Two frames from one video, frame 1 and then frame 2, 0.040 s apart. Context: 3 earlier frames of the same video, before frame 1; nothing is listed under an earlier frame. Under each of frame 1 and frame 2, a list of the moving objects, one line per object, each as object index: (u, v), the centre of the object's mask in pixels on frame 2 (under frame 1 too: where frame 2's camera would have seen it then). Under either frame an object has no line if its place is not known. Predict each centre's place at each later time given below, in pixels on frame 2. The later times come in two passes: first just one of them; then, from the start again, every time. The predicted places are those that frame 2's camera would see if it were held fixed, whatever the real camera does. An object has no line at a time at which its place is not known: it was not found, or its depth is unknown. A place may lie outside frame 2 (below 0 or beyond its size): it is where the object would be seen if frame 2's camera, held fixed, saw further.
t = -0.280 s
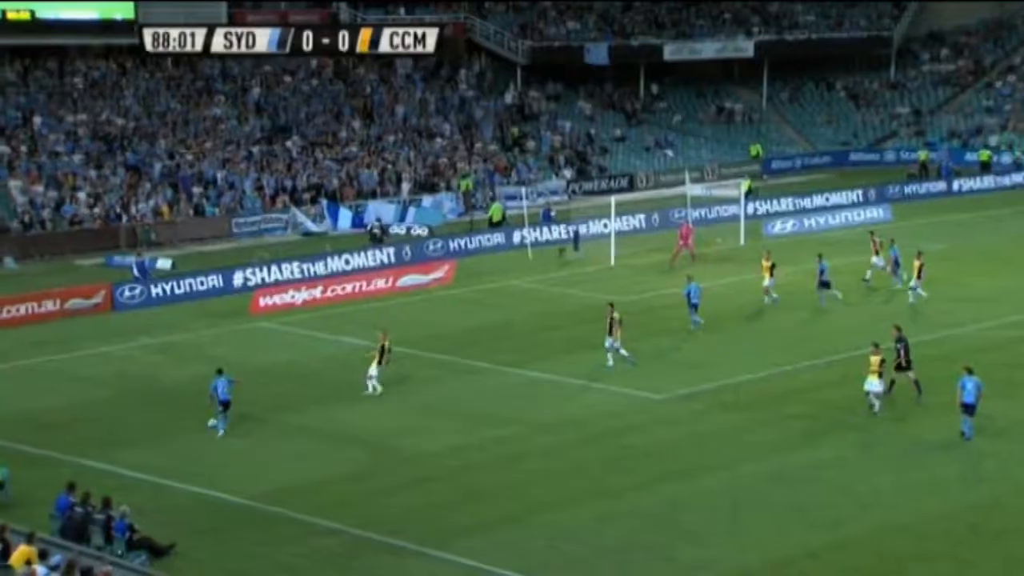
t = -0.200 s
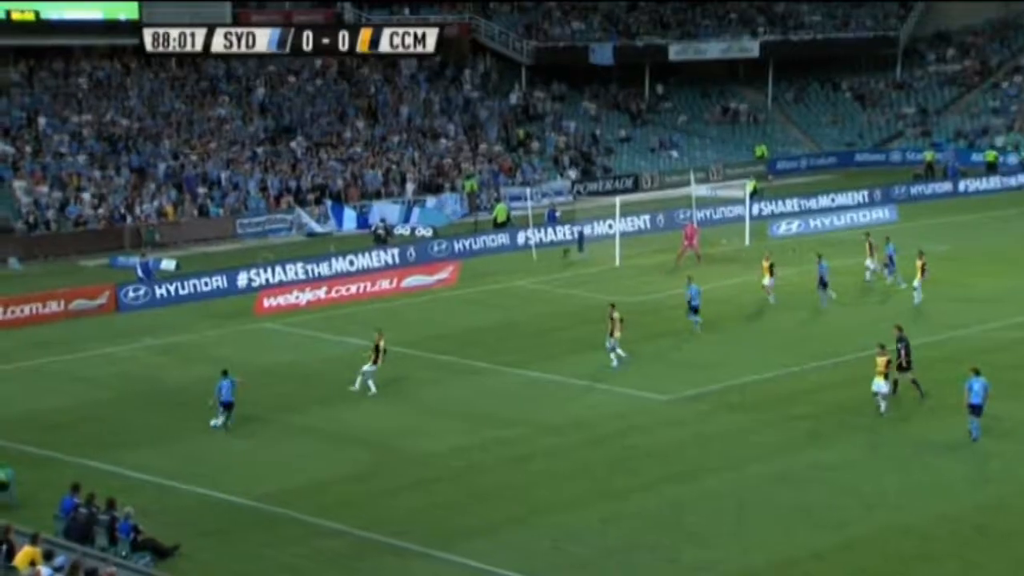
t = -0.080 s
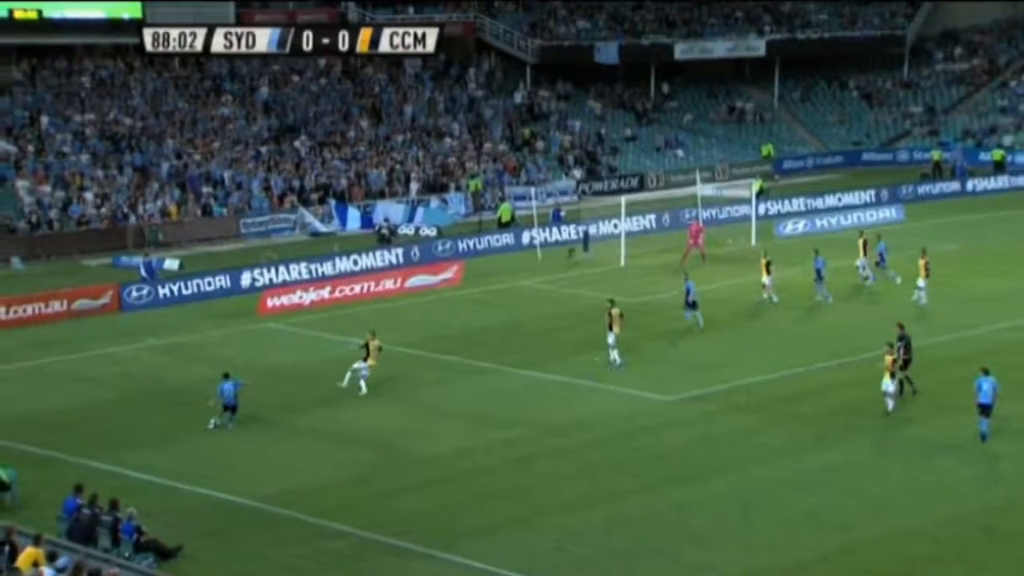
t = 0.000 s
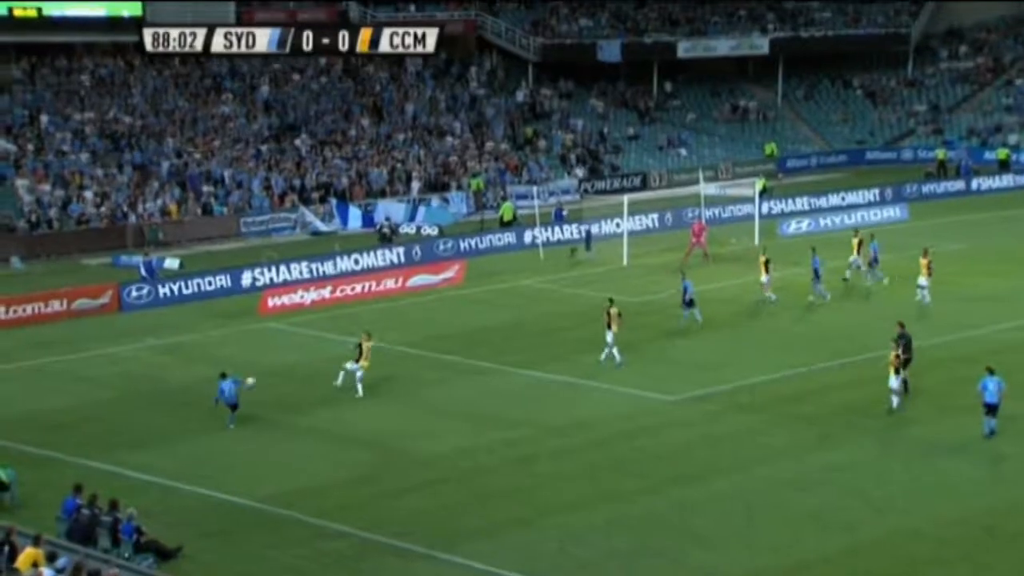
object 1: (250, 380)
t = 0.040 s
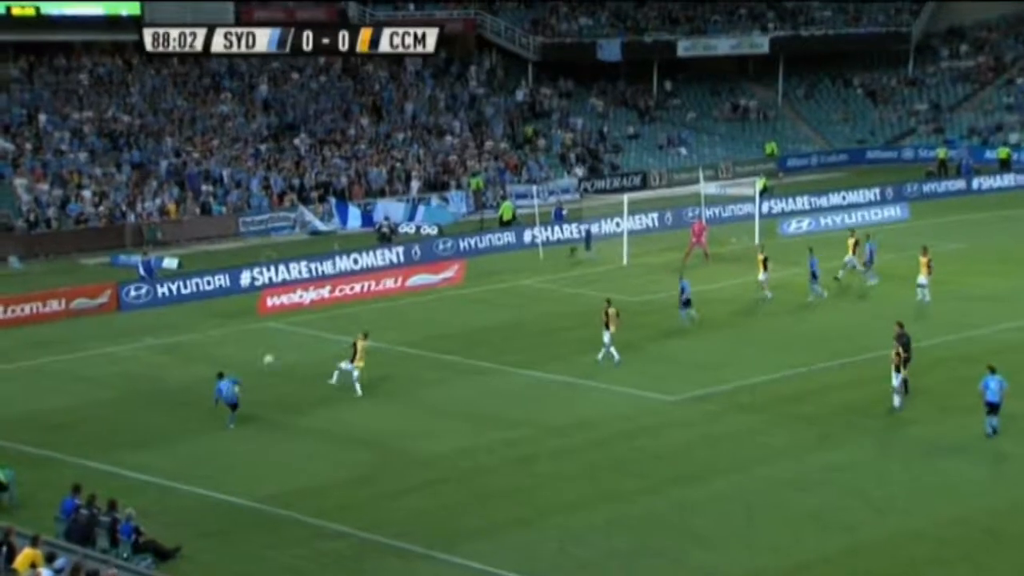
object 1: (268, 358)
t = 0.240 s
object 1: (355, 270)
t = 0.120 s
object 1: (305, 319)
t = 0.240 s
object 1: (355, 270)
